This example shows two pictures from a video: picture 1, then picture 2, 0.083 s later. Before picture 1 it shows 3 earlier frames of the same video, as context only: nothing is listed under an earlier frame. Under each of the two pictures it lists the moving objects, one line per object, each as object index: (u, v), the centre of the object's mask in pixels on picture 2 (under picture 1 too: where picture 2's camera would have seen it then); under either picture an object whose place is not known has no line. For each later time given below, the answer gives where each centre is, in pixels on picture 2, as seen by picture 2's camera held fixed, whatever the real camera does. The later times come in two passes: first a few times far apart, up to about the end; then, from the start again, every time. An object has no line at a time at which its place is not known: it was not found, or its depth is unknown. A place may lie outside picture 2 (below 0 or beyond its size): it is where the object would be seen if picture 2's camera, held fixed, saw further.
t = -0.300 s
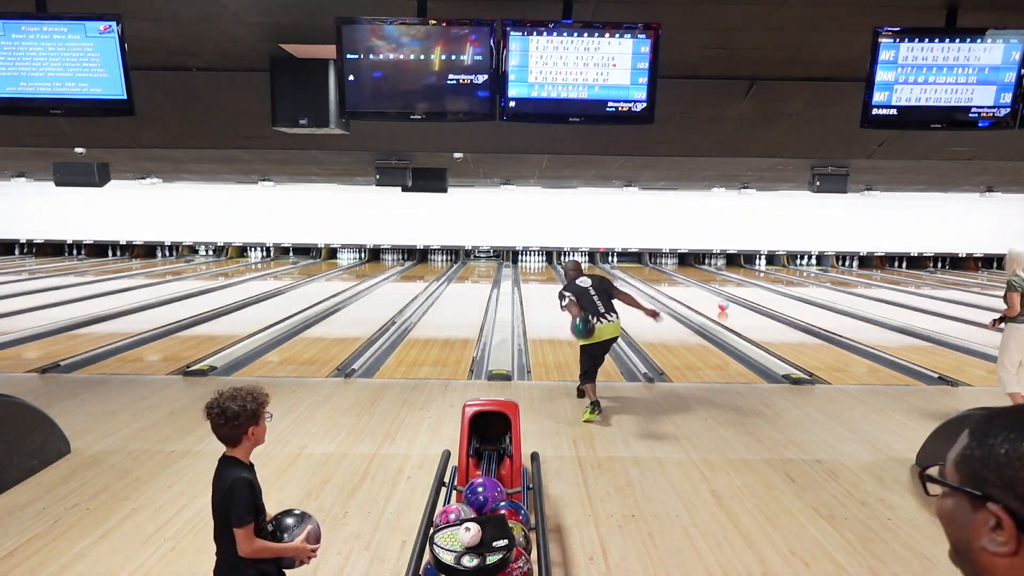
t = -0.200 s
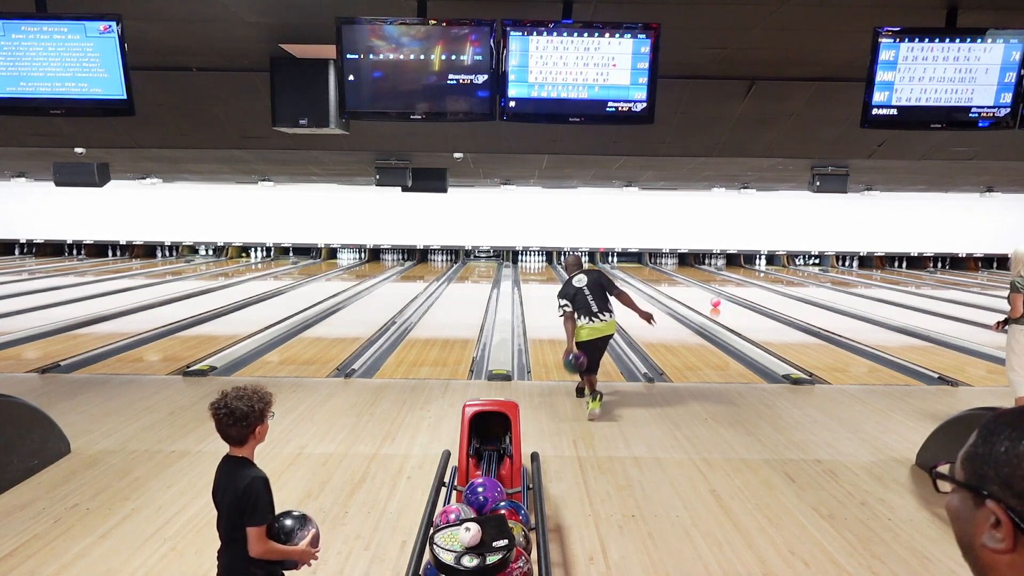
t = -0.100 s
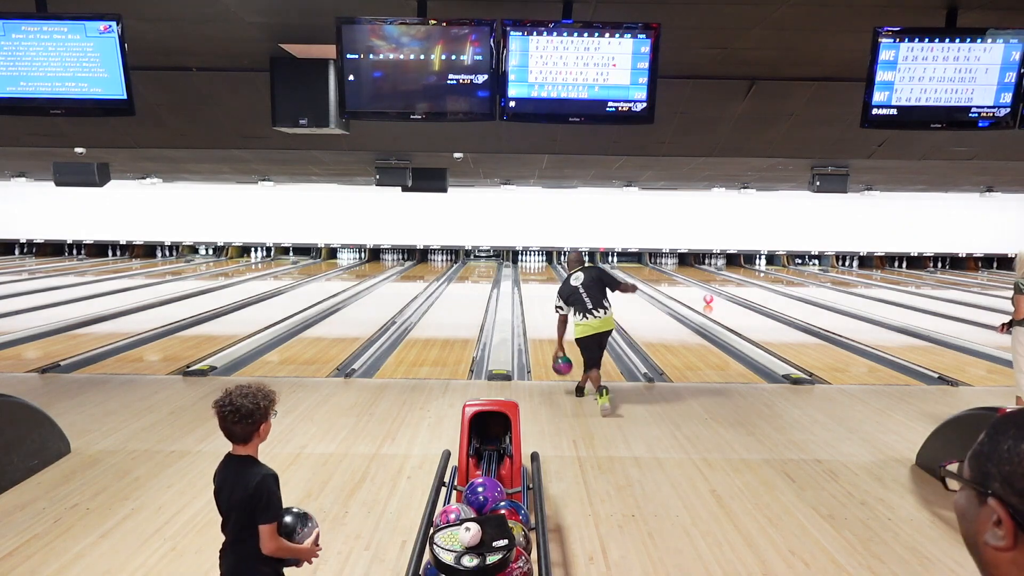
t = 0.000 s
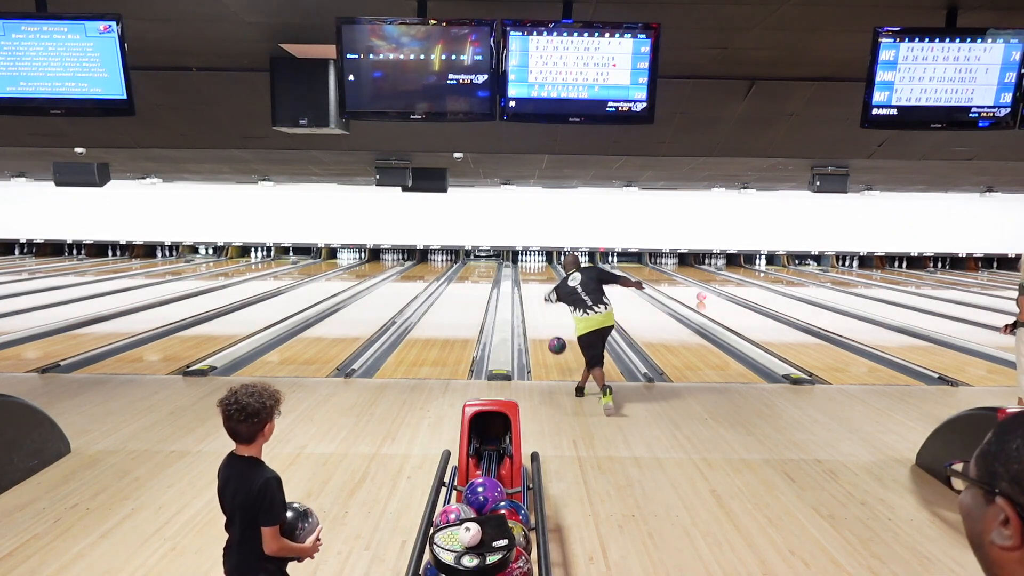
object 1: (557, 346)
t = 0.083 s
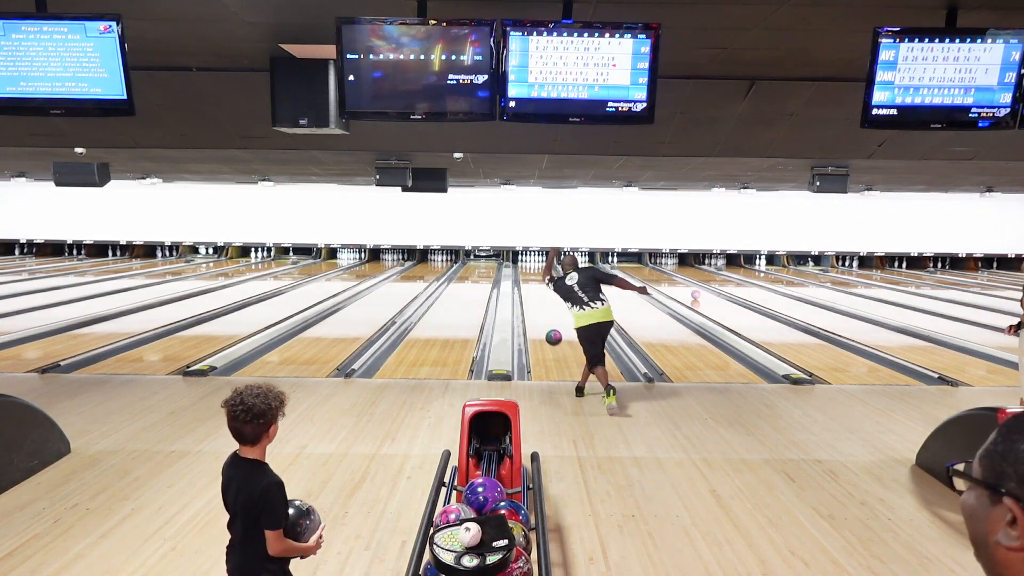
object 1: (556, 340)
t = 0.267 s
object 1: (548, 330)
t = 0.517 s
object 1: (542, 310)
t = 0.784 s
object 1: (538, 295)
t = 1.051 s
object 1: (536, 283)
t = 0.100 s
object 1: (555, 339)
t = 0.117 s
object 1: (554, 338)
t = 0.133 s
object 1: (552, 338)
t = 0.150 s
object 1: (552, 338)
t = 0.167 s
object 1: (551, 335)
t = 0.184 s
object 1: (550, 336)
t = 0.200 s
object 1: (550, 336)
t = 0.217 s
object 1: (549, 336)
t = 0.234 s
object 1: (549, 334)
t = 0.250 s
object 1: (548, 332)
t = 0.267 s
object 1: (548, 330)
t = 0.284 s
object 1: (547, 328)
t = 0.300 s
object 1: (547, 327)
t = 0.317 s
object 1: (546, 325)
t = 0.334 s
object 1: (546, 324)
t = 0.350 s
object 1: (545, 323)
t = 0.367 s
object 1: (545, 321)
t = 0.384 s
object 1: (545, 320)
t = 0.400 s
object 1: (544, 318)
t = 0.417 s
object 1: (544, 317)
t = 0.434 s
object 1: (544, 316)
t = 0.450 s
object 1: (543, 315)
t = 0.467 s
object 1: (543, 313)
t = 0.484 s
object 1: (543, 312)
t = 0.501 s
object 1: (542, 311)
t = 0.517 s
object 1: (542, 310)
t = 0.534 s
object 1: (542, 309)
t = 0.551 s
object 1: (541, 308)
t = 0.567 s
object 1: (541, 307)
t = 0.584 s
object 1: (541, 306)
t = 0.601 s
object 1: (541, 305)
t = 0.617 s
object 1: (540, 304)
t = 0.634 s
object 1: (540, 303)
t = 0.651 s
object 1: (540, 302)
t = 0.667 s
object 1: (540, 301)
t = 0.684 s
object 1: (539, 300)
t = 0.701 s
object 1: (539, 299)
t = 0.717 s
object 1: (539, 298)
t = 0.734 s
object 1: (539, 297)
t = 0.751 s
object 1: (539, 296)
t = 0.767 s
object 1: (538, 295)
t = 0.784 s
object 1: (538, 295)
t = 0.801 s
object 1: (538, 294)
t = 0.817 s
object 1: (538, 293)
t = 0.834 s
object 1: (538, 292)
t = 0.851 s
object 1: (537, 291)
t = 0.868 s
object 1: (537, 291)
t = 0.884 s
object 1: (537, 290)
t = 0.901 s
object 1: (537, 289)
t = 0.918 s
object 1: (537, 289)
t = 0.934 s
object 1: (537, 288)
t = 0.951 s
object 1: (536, 287)
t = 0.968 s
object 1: (536, 286)
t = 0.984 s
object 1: (536, 286)
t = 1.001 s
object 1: (536, 285)
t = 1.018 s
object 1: (536, 284)
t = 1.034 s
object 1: (536, 284)
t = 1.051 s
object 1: (536, 283)
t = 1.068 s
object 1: (536, 283)
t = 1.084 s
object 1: (535, 282)
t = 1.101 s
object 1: (535, 281)
